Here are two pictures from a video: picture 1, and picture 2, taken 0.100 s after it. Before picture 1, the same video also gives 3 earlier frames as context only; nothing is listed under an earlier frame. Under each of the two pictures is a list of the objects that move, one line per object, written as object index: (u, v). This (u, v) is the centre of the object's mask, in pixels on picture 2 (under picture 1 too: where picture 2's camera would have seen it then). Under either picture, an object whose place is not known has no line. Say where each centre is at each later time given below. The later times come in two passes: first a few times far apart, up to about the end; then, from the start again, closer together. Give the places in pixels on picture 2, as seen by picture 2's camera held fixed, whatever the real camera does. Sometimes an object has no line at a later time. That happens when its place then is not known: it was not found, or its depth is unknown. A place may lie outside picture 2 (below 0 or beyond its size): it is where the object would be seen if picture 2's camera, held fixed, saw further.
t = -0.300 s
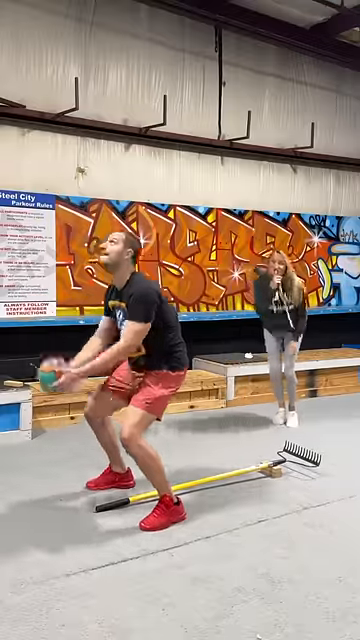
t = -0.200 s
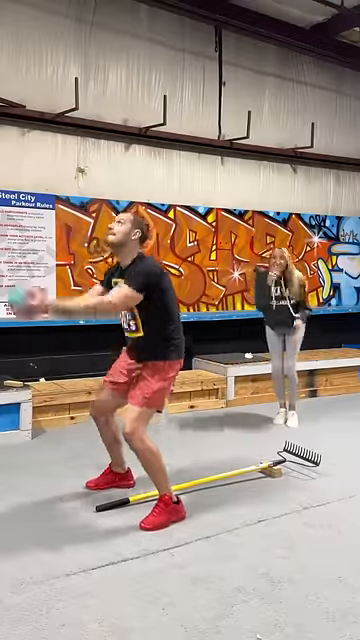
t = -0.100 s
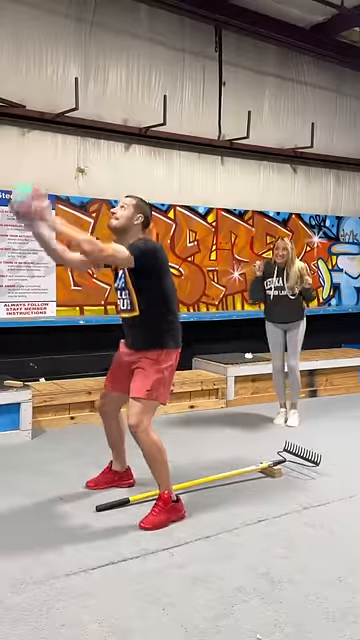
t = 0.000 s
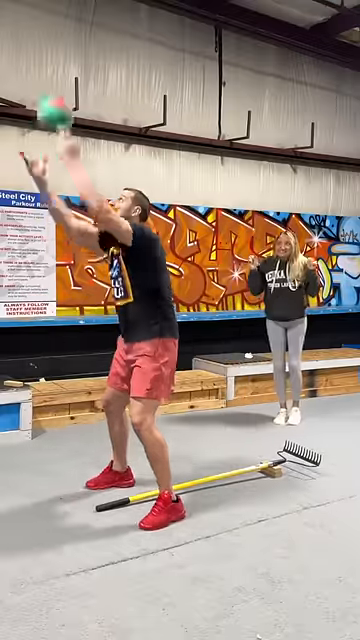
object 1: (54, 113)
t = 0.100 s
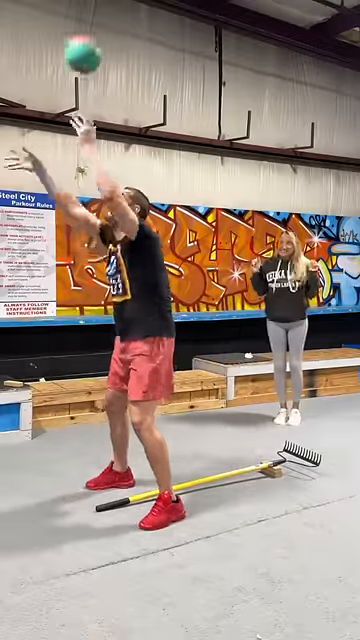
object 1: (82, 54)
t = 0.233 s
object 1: (120, 12)
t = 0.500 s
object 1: (187, 37)
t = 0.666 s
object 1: (225, 132)
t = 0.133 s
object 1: (93, 36)
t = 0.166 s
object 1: (102, 25)
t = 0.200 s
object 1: (110, 17)
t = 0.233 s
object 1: (120, 12)
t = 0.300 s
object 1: (137, 6)
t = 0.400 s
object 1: (164, 13)
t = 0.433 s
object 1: (171, 16)
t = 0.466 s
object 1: (181, 28)
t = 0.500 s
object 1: (187, 37)
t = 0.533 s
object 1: (194, 51)
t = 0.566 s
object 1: (205, 70)
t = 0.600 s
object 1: (210, 87)
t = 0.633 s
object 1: (218, 111)
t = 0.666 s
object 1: (225, 132)
